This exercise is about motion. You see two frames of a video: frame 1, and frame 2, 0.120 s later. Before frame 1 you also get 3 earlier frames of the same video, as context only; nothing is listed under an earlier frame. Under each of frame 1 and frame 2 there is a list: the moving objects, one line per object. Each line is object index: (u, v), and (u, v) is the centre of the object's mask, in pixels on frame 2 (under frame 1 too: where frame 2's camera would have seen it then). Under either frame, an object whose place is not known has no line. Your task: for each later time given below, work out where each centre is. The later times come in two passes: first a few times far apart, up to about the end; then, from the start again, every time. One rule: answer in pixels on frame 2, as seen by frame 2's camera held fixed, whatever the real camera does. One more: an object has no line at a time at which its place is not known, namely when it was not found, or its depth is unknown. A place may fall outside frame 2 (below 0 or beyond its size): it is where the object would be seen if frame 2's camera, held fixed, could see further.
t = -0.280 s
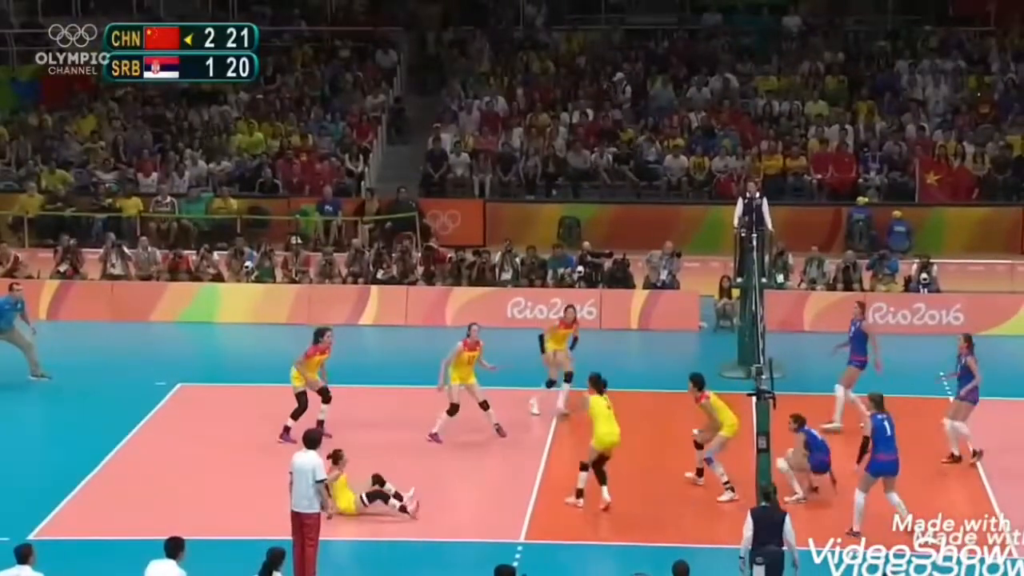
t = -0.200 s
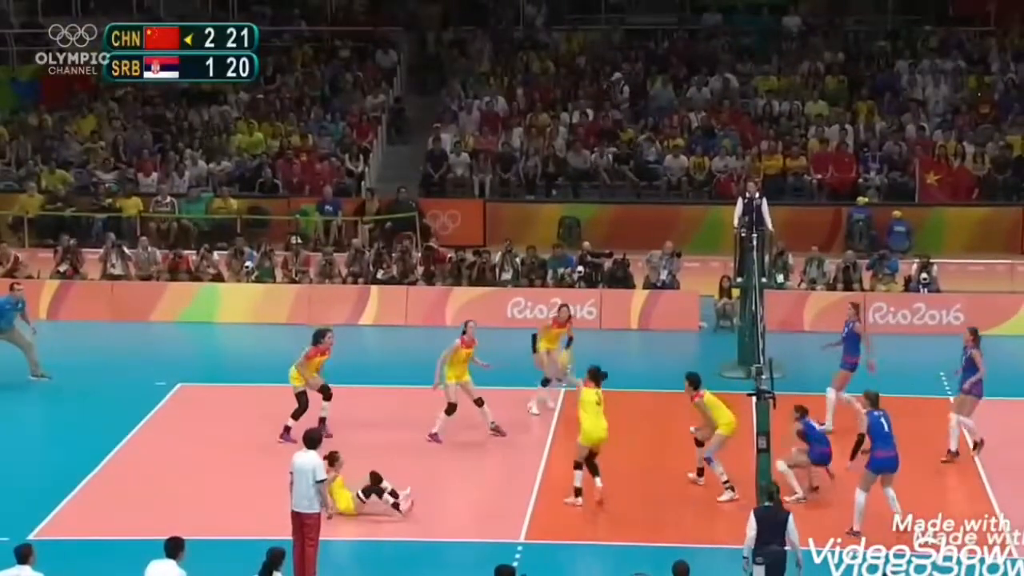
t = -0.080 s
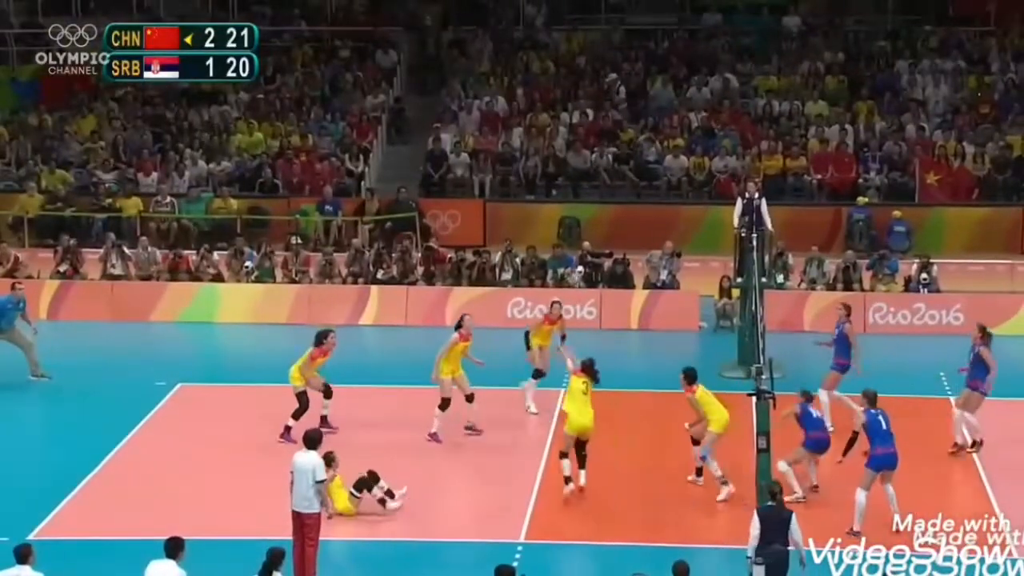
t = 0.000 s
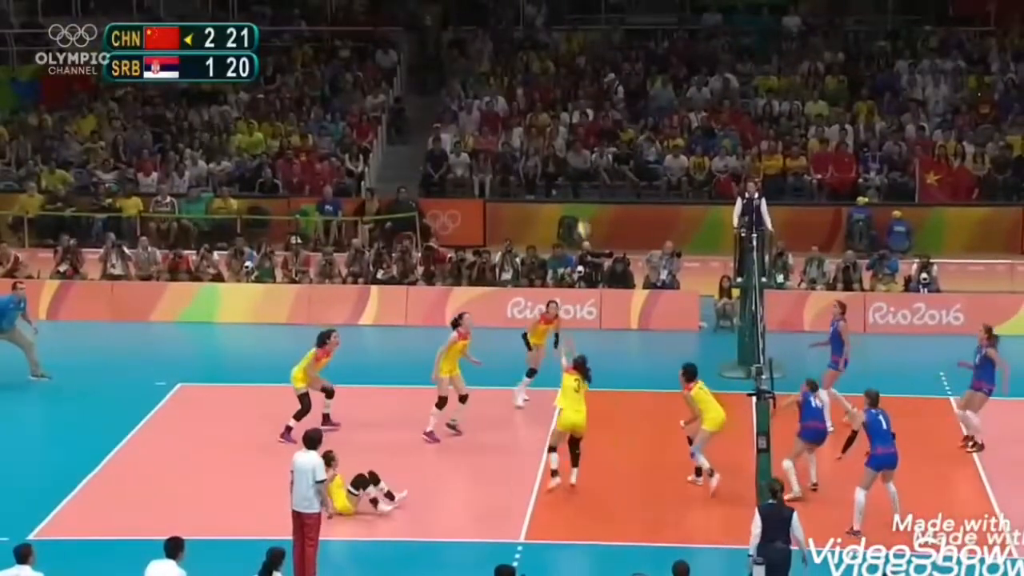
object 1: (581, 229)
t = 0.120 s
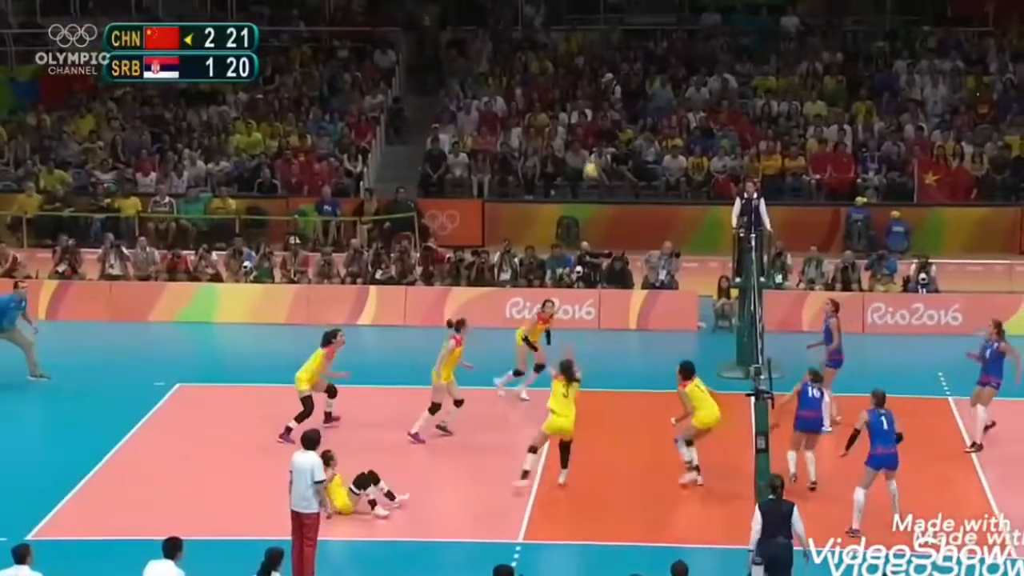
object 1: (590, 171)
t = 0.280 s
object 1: (602, 108)
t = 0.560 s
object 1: (623, 52)
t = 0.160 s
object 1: (594, 154)
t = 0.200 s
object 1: (596, 137)
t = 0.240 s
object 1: (600, 122)
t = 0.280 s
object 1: (602, 108)
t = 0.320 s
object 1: (605, 98)
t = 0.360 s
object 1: (609, 85)
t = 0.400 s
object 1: (611, 78)
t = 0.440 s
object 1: (614, 69)
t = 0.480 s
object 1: (617, 62)
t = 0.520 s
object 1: (620, 57)
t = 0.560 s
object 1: (623, 52)
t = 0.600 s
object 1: (626, 49)
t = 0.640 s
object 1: (629, 48)
